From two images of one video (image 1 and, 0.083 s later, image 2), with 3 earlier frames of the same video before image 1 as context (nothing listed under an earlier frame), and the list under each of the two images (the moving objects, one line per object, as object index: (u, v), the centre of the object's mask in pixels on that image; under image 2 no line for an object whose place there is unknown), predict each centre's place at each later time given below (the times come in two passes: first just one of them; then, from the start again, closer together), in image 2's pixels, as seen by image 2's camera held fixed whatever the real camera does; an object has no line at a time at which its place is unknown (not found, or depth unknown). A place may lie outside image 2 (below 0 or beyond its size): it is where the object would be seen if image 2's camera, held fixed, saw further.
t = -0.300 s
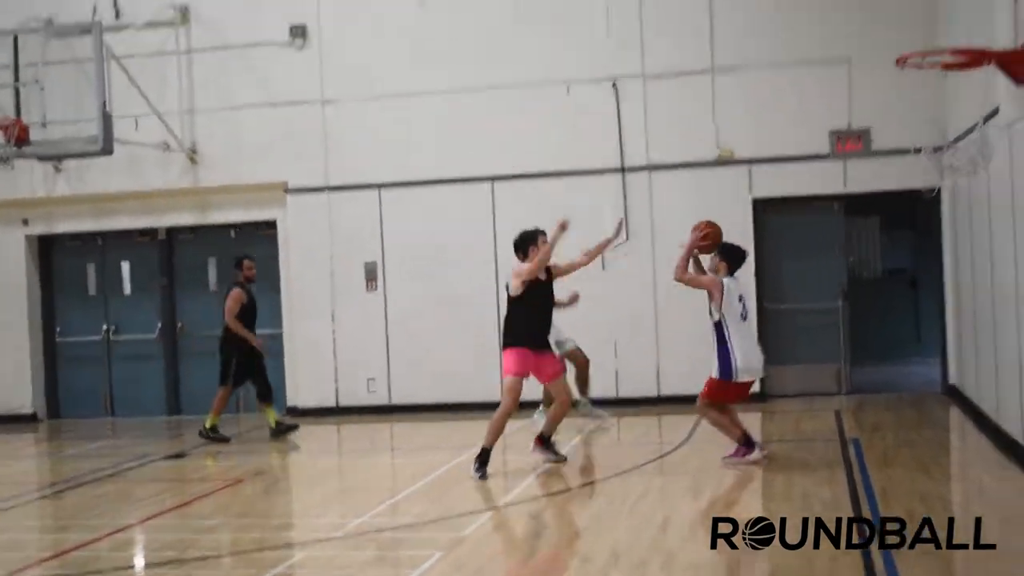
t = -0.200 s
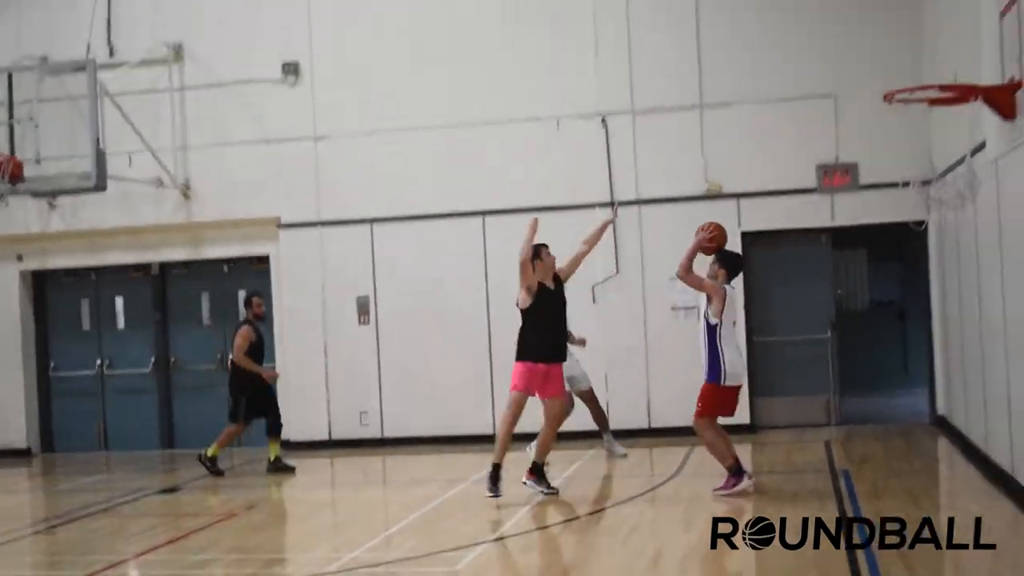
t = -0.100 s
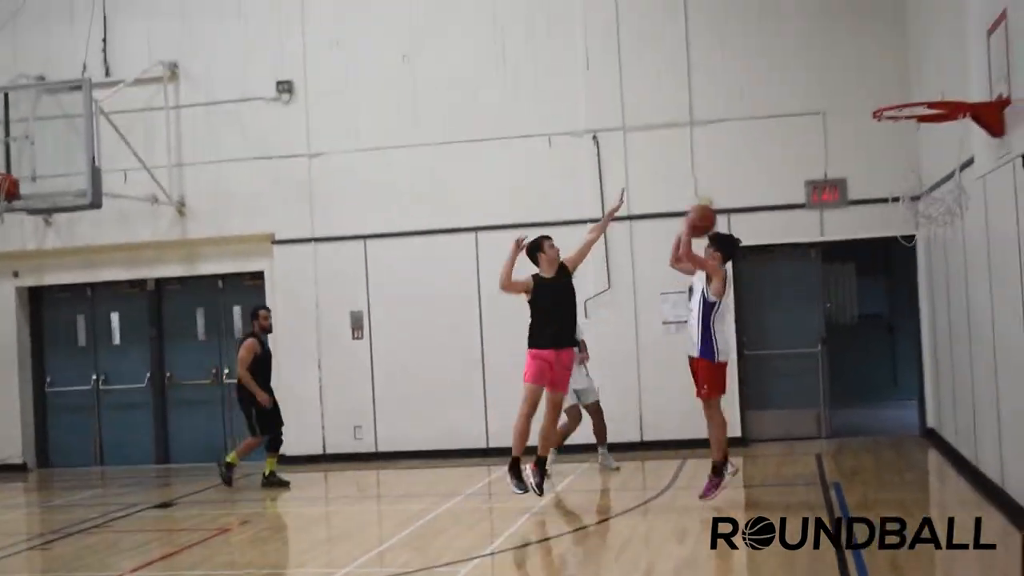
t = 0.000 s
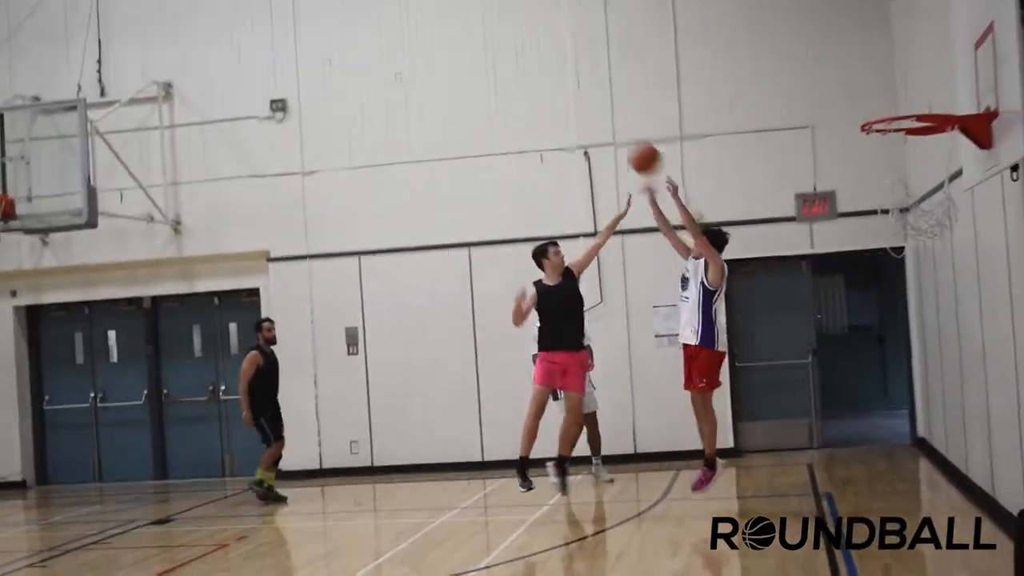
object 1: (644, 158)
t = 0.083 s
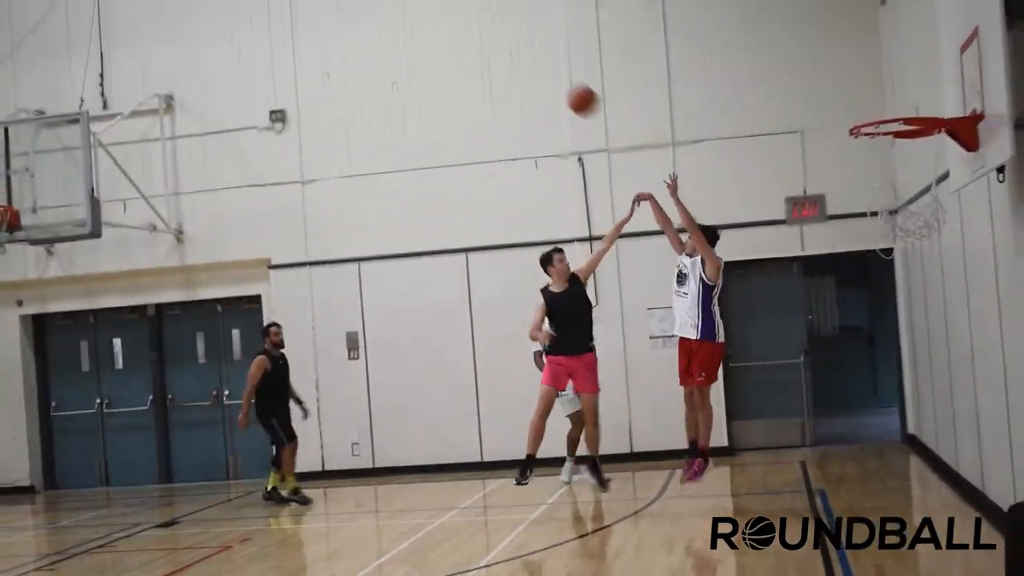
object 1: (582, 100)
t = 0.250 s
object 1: (476, 1)
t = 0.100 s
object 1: (571, 88)
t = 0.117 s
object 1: (561, 76)
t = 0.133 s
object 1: (551, 66)
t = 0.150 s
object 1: (541, 56)
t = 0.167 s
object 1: (530, 46)
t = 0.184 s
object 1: (519, 36)
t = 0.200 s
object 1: (509, 26)
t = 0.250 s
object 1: (476, 1)
